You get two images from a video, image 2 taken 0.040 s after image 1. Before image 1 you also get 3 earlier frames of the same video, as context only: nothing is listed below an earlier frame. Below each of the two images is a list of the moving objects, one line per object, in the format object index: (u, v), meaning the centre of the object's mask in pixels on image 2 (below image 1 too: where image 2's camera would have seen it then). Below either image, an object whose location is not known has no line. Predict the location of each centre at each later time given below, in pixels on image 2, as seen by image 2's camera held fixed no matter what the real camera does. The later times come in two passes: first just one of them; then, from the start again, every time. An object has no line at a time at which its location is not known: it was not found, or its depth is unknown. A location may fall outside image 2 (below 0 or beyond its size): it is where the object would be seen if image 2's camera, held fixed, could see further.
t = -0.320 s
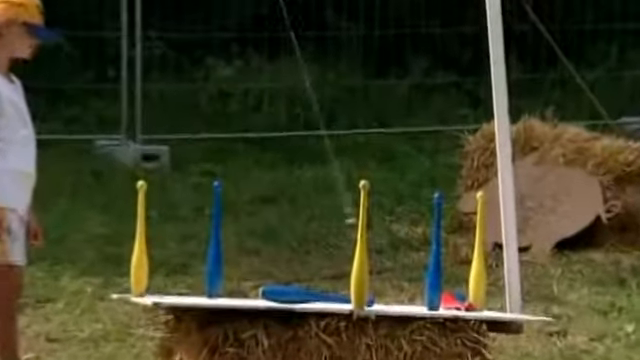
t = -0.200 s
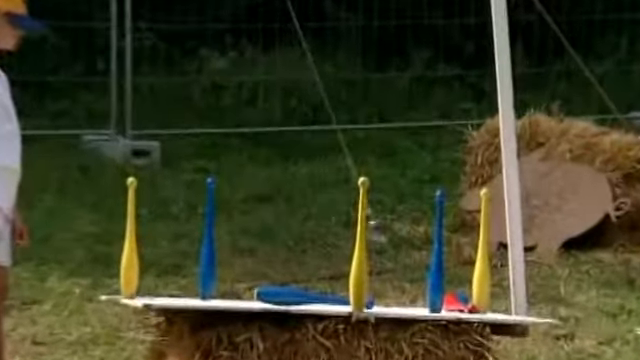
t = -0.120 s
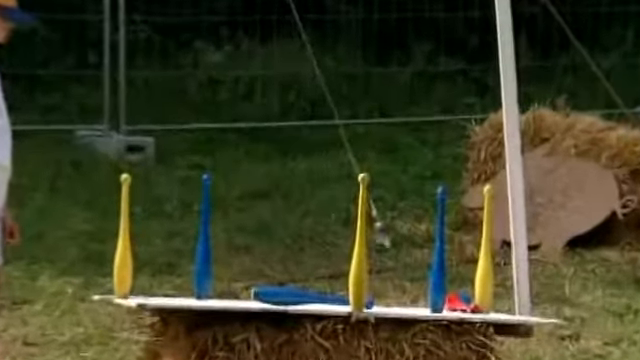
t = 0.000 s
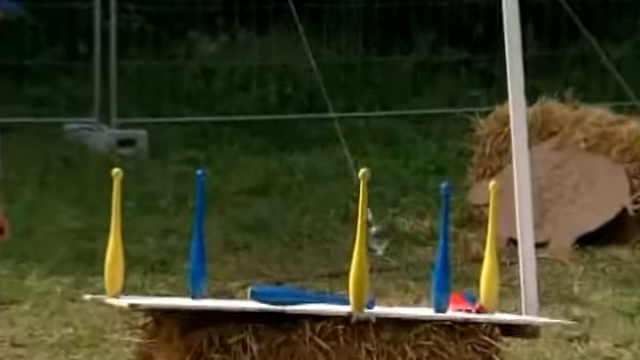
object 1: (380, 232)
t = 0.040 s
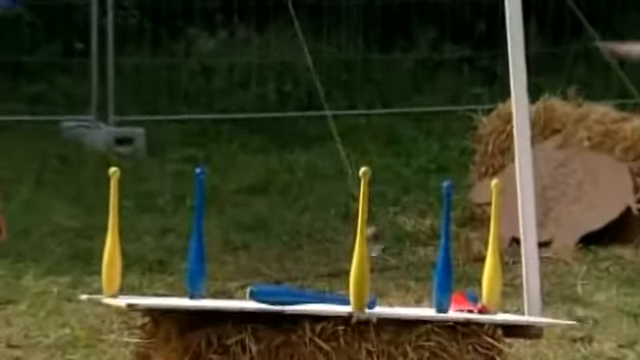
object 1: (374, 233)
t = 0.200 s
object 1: (322, 237)
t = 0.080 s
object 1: (355, 228)
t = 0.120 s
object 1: (348, 235)
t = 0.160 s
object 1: (336, 232)
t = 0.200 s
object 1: (322, 237)
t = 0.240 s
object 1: (304, 237)
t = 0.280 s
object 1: (286, 237)
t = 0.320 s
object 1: (269, 235)
